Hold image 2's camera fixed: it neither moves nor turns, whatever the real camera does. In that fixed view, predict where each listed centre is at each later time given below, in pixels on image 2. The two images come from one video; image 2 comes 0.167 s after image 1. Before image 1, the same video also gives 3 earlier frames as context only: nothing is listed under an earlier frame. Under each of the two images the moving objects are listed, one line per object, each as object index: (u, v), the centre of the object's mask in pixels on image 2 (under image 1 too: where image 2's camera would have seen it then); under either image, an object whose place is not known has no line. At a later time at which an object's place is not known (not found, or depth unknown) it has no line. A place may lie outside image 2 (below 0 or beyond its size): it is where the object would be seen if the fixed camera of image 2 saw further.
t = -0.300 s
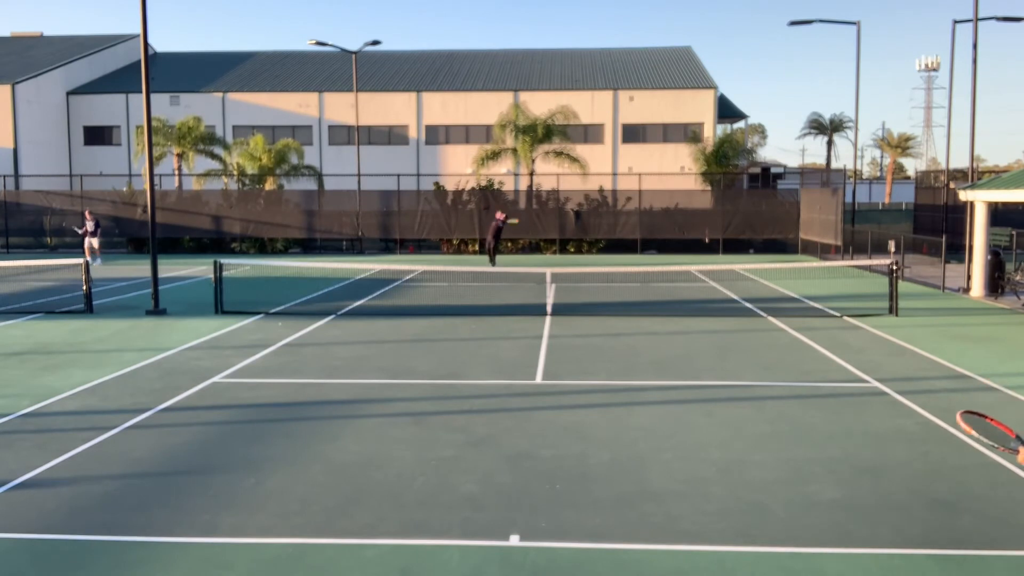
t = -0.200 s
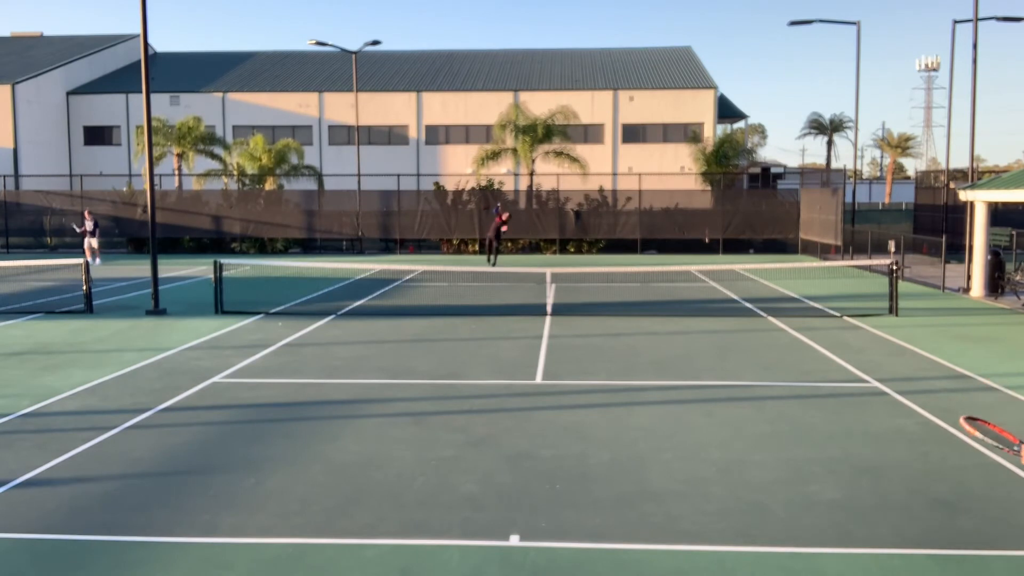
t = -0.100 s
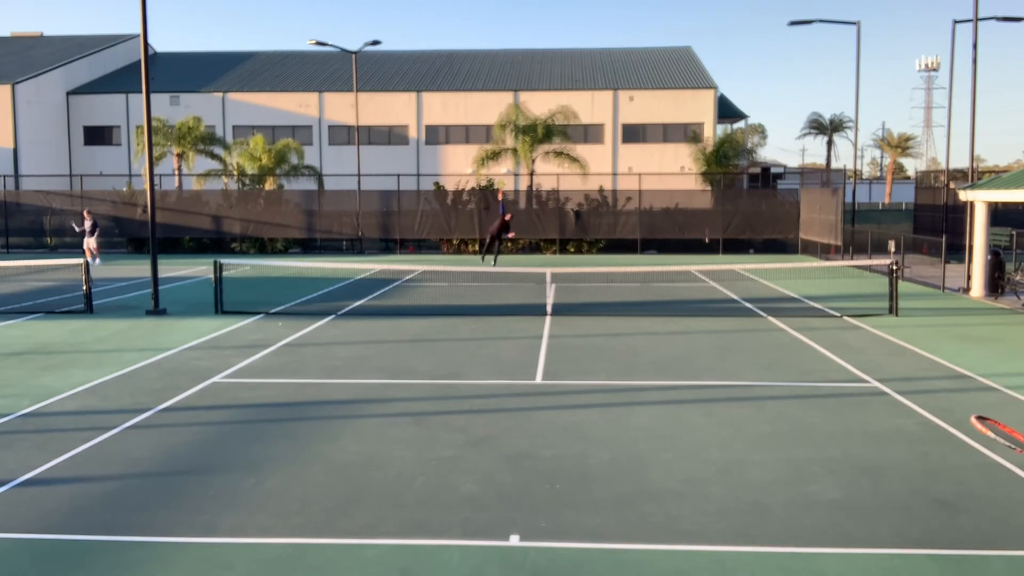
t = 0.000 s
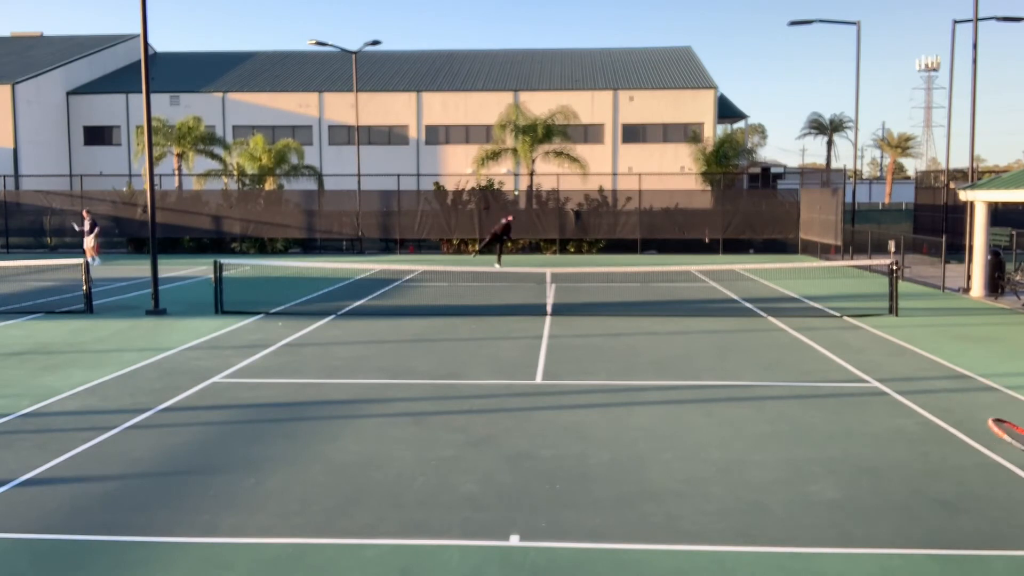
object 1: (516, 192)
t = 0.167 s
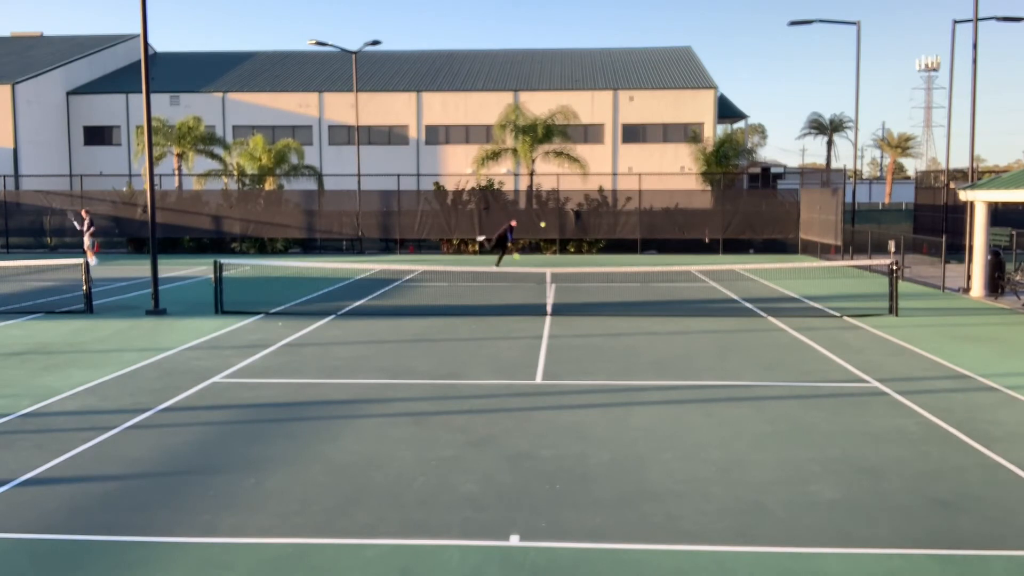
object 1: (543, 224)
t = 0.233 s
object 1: (557, 244)
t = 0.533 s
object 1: (652, 336)
